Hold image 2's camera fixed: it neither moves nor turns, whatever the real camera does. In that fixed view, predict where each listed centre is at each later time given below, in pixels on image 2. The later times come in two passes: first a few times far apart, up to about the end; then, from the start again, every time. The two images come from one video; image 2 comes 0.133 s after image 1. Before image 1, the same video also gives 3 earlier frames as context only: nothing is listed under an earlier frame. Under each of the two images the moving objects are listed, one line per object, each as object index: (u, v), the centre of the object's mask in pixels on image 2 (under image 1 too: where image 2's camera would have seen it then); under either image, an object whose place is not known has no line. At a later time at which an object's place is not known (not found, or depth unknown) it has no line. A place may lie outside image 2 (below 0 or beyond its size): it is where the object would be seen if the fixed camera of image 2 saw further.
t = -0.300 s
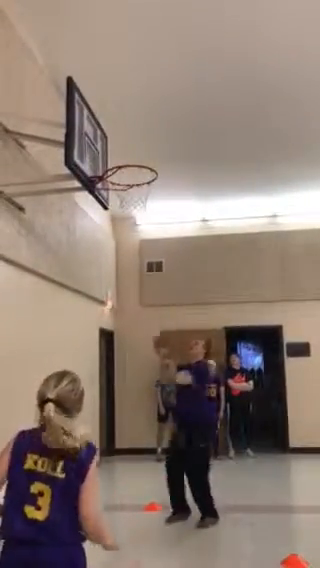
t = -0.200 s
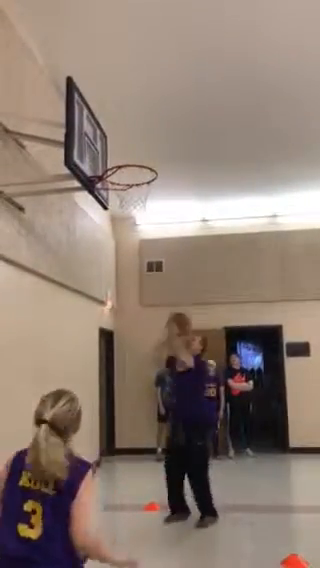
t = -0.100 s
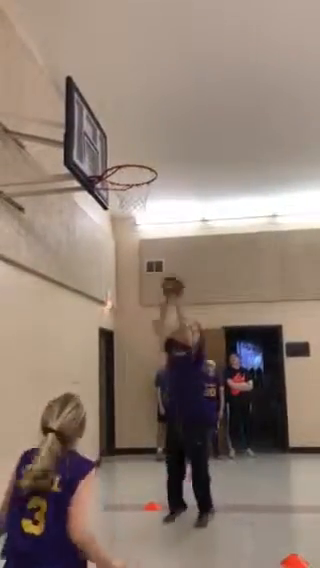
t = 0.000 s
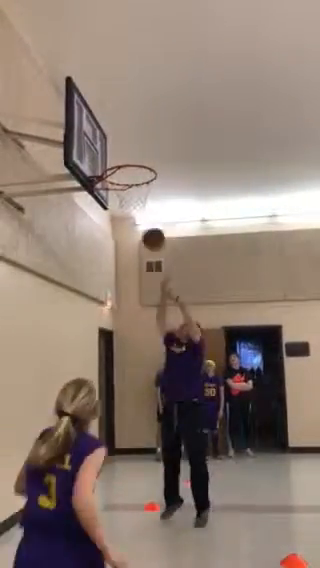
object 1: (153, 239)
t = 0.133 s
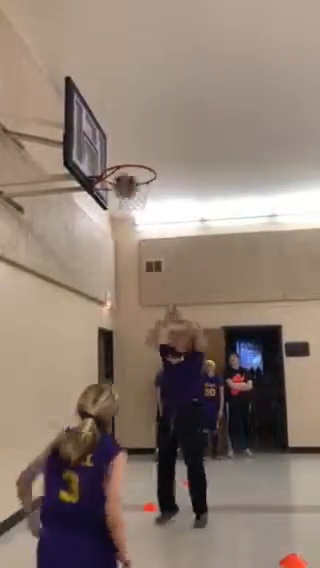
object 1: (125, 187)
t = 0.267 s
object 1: (117, 156)
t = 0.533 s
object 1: (151, 166)
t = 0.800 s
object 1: (154, 163)
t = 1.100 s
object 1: (150, 160)
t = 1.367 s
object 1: (136, 177)
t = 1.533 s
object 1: (126, 220)
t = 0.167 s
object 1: (119, 175)
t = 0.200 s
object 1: (111, 166)
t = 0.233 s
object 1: (114, 160)
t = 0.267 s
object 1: (117, 156)
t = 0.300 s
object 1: (122, 153)
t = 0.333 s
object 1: (126, 152)
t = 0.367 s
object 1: (130, 152)
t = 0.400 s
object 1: (134, 152)
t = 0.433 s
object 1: (138, 154)
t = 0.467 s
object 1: (143, 157)
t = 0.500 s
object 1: (147, 161)
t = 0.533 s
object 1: (151, 166)
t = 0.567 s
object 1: (152, 165)
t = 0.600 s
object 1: (152, 163)
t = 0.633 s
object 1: (153, 162)
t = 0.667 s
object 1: (153, 161)
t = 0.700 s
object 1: (153, 160)
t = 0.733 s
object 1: (153, 161)
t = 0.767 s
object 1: (153, 162)
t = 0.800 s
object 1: (154, 163)
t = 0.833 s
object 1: (154, 162)
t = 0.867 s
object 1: (153, 160)
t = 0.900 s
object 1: (153, 160)
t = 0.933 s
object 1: (153, 160)
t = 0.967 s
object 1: (153, 160)
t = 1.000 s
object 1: (152, 160)
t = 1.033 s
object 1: (152, 160)
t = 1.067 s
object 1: (151, 160)
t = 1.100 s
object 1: (150, 160)
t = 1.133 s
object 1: (149, 160)
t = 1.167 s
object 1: (147, 161)
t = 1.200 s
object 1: (146, 161)
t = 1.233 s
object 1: (144, 163)
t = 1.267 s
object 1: (142, 165)
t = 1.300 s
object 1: (140, 167)
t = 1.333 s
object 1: (139, 171)
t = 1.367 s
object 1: (136, 177)
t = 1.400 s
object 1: (135, 183)
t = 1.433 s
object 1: (132, 191)
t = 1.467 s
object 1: (130, 200)
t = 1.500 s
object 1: (128, 209)
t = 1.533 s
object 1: (126, 220)
